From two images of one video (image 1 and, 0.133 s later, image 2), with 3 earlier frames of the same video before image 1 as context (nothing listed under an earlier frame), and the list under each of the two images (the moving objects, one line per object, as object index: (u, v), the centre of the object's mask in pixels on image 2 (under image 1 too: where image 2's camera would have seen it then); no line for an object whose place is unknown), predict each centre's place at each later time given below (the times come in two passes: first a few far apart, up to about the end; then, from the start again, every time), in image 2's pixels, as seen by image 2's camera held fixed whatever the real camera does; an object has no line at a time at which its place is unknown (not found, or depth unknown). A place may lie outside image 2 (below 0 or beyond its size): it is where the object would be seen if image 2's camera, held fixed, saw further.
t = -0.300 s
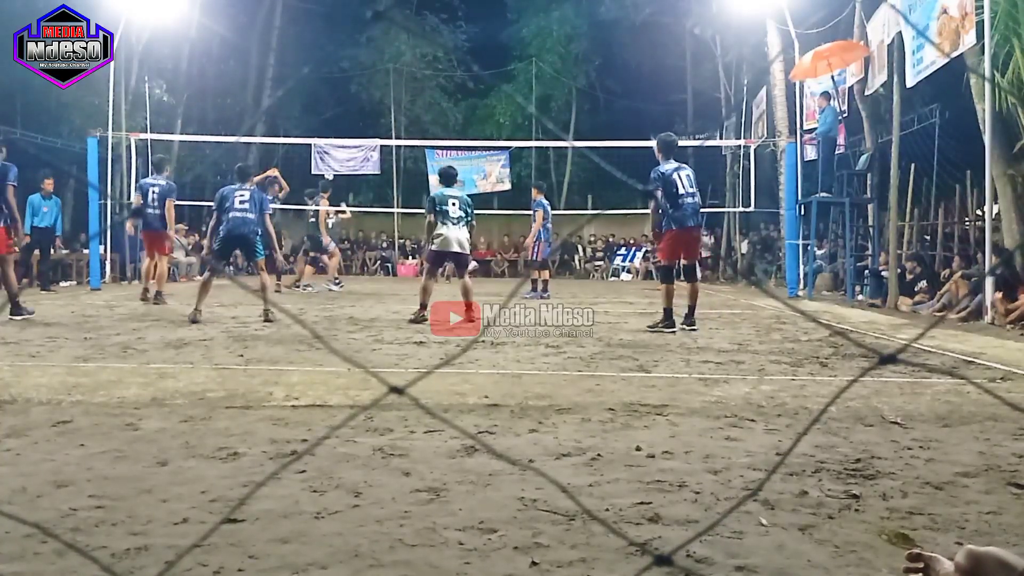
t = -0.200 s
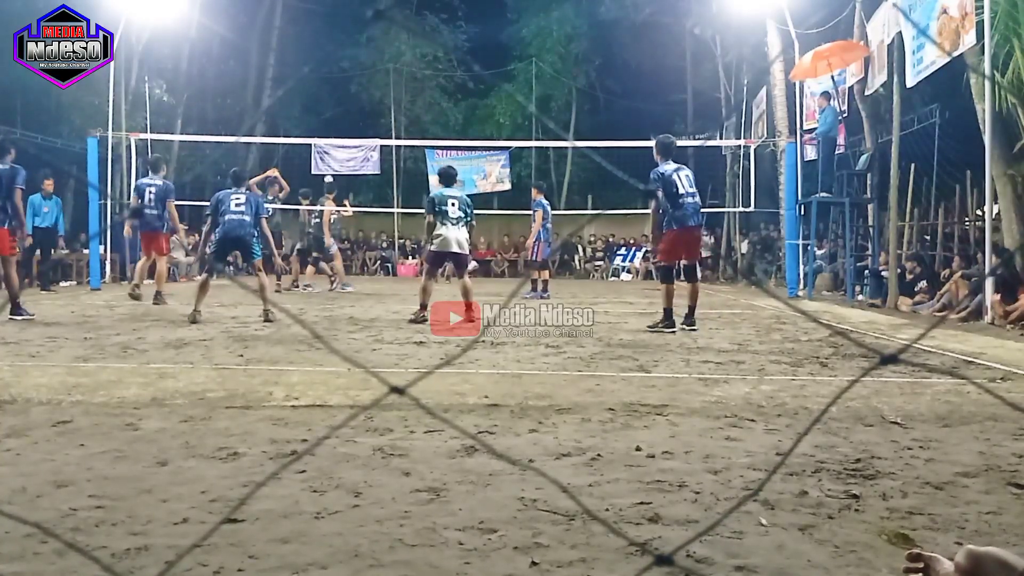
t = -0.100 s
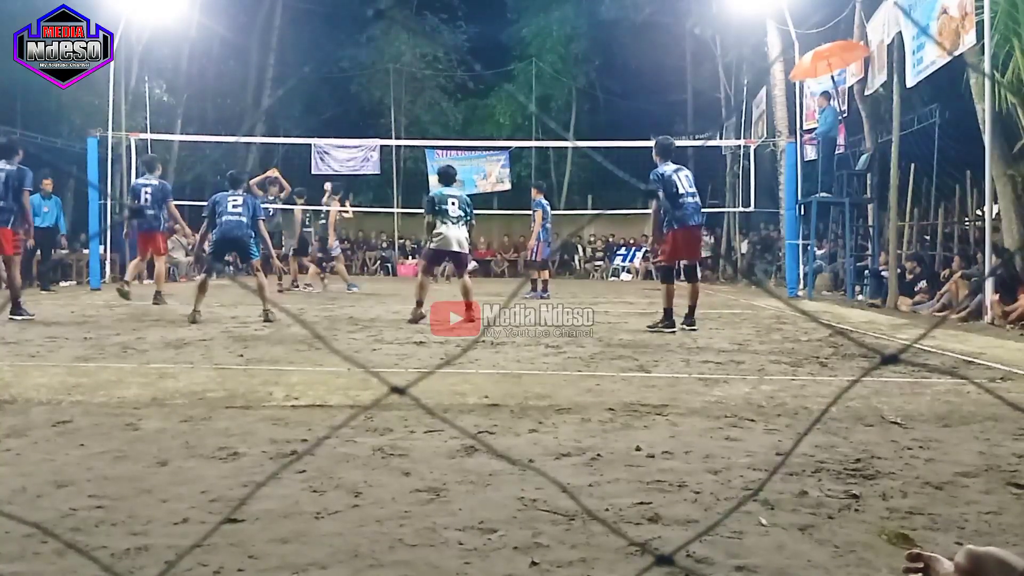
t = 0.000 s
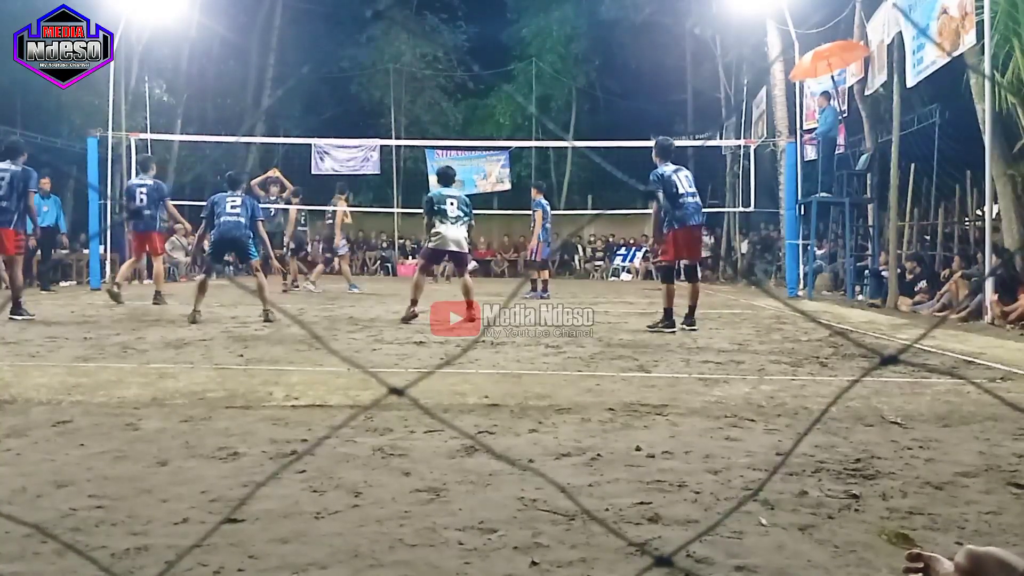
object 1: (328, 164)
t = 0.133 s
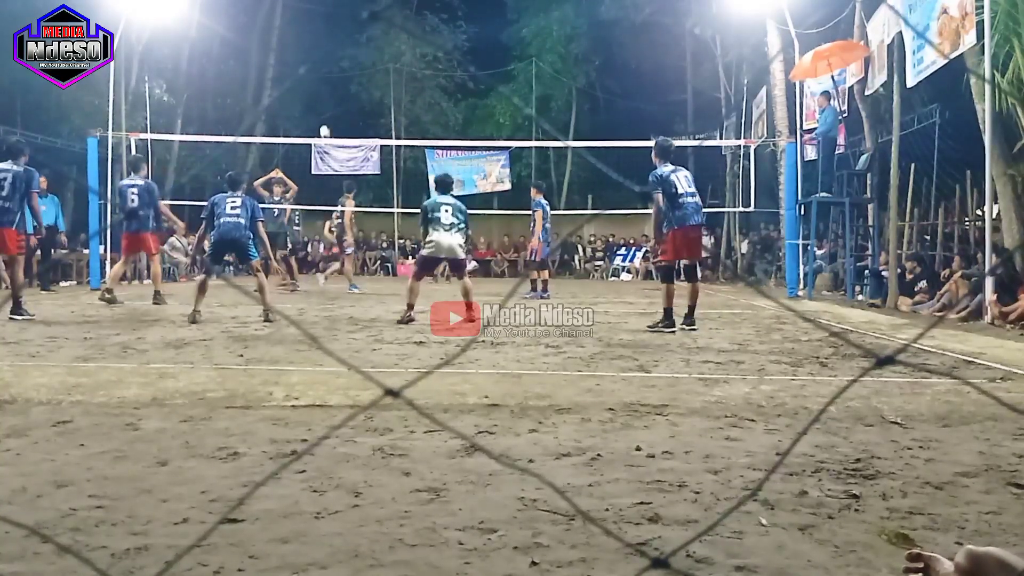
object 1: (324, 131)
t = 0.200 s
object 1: (324, 117)
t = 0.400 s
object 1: (322, 82)
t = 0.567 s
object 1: (321, 67)
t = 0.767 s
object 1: (320, 68)
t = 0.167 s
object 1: (324, 124)
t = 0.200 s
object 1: (324, 117)
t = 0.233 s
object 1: (323, 111)
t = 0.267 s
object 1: (323, 104)
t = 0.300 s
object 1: (323, 98)
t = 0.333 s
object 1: (322, 92)
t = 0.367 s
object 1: (322, 87)
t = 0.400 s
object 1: (322, 82)
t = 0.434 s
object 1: (321, 78)
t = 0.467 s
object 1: (321, 74)
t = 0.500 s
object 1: (321, 71)
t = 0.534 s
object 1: (321, 69)
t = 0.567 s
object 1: (321, 67)
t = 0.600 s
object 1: (321, 65)
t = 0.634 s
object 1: (321, 64)
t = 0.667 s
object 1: (321, 64)
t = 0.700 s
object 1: (321, 65)
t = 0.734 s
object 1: (321, 66)
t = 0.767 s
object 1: (320, 68)
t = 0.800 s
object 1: (320, 71)
